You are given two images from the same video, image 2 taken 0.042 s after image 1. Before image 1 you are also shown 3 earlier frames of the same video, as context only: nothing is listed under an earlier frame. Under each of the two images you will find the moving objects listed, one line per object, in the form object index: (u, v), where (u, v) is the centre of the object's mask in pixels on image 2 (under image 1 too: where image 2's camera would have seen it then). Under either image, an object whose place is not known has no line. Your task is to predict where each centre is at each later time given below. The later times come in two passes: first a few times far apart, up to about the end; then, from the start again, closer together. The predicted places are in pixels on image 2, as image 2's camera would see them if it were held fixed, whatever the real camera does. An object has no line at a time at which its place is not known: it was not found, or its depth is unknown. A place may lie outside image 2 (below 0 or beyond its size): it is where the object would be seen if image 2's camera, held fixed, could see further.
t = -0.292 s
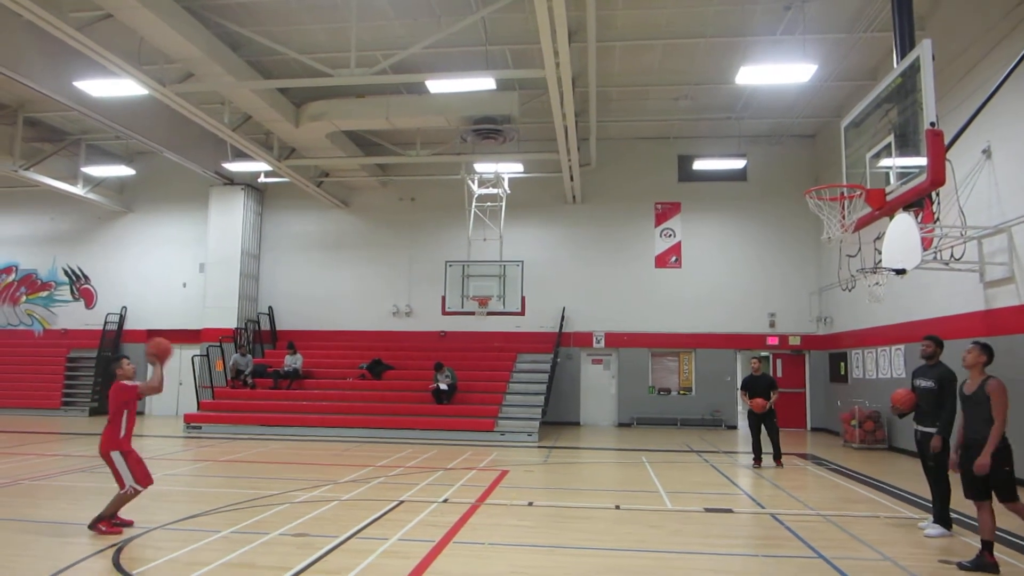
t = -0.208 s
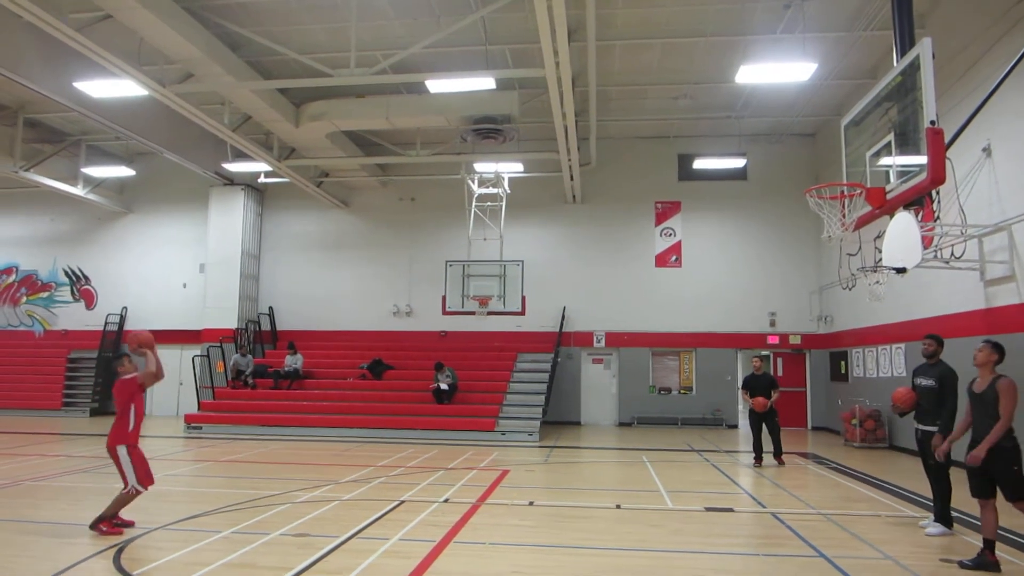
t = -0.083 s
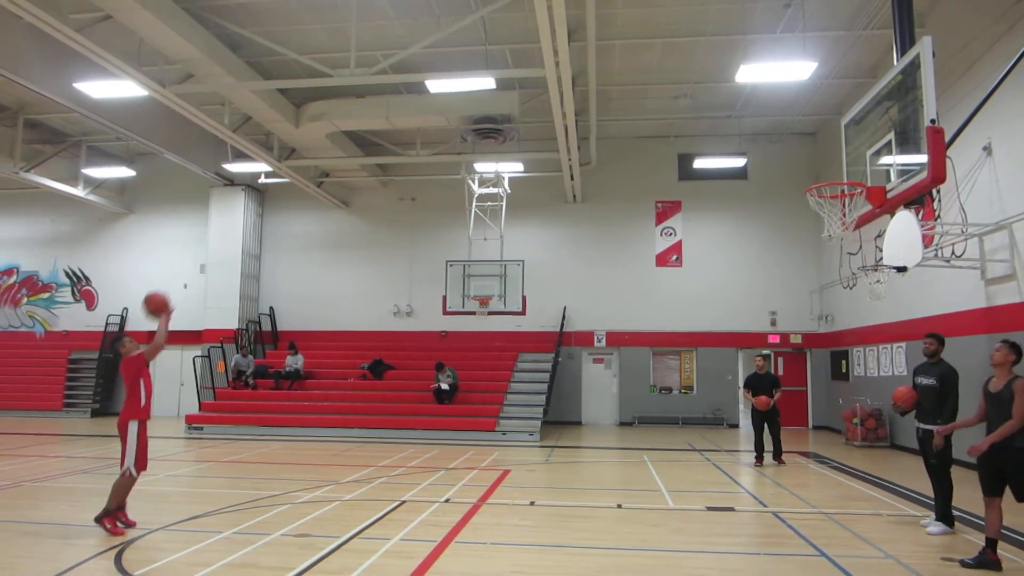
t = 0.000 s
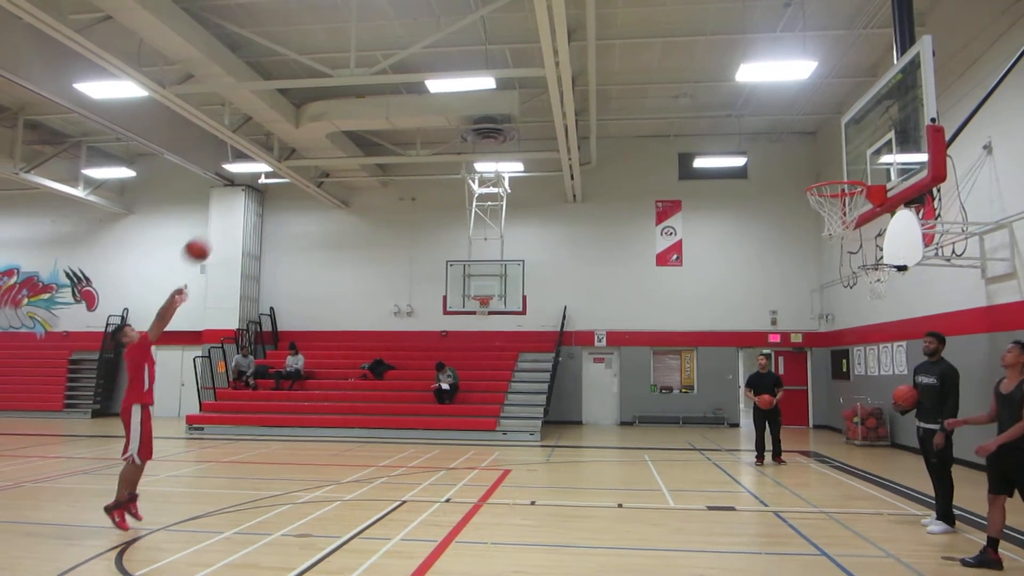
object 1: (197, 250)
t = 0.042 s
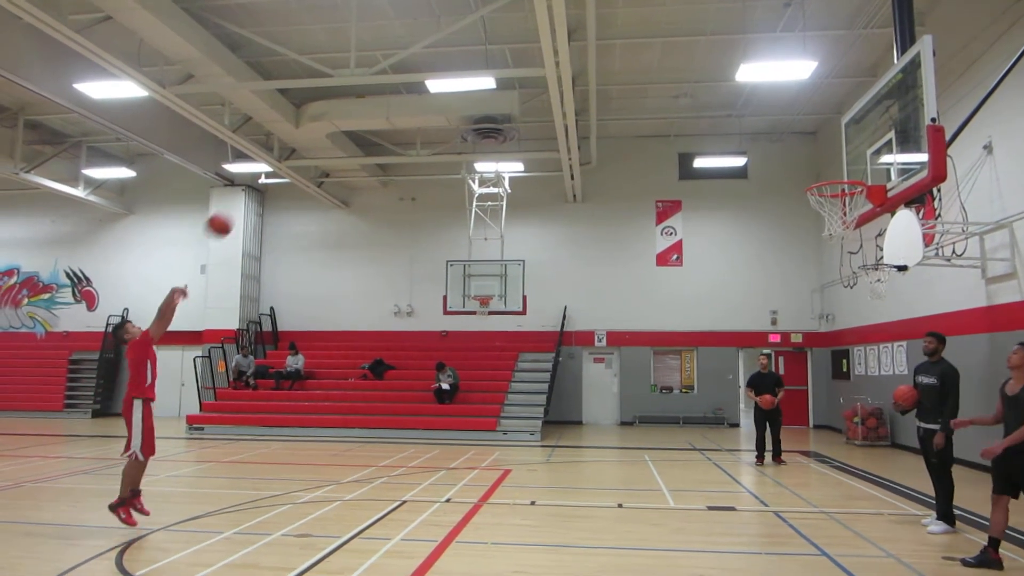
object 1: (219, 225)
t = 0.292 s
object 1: (355, 109)
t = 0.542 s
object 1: (490, 53)
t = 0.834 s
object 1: (652, 68)
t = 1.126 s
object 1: (826, 173)
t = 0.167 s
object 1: (287, 159)
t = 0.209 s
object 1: (310, 141)
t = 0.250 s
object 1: (333, 124)
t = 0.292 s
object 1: (355, 109)
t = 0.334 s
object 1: (377, 95)
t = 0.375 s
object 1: (399, 83)
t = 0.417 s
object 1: (421, 73)
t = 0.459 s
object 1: (444, 64)
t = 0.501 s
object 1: (467, 58)
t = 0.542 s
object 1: (490, 53)
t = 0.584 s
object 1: (513, 50)
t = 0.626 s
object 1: (534, 48)
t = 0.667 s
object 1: (558, 49)
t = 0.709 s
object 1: (581, 50)
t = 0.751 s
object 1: (605, 55)
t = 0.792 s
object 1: (628, 60)
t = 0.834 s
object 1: (652, 68)
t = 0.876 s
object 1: (676, 77)
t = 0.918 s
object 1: (700, 89)
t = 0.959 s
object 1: (725, 102)
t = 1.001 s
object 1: (750, 117)
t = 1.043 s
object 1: (777, 135)
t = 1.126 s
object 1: (826, 173)
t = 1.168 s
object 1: (852, 199)
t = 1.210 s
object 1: (861, 216)
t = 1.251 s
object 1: (866, 216)
